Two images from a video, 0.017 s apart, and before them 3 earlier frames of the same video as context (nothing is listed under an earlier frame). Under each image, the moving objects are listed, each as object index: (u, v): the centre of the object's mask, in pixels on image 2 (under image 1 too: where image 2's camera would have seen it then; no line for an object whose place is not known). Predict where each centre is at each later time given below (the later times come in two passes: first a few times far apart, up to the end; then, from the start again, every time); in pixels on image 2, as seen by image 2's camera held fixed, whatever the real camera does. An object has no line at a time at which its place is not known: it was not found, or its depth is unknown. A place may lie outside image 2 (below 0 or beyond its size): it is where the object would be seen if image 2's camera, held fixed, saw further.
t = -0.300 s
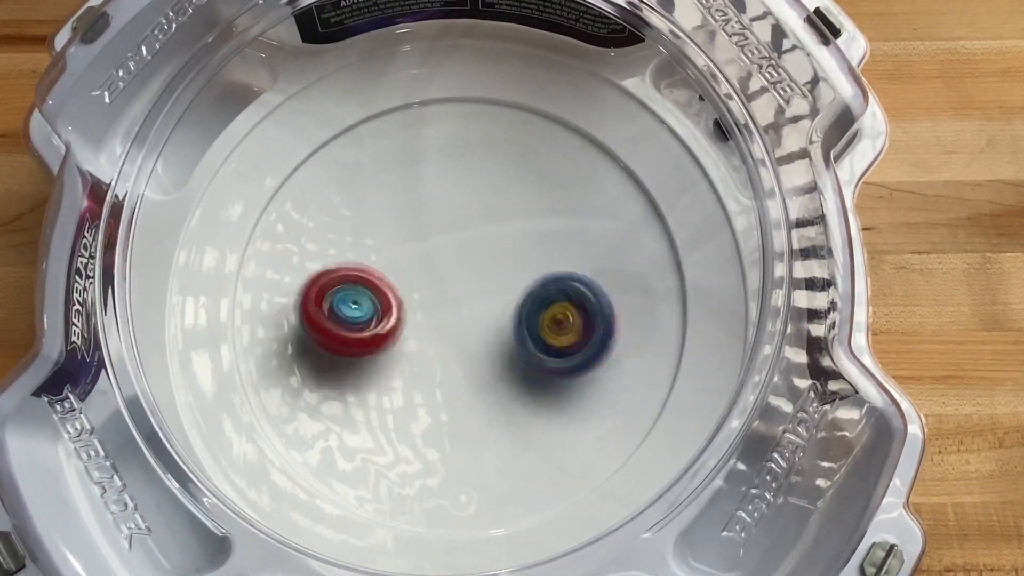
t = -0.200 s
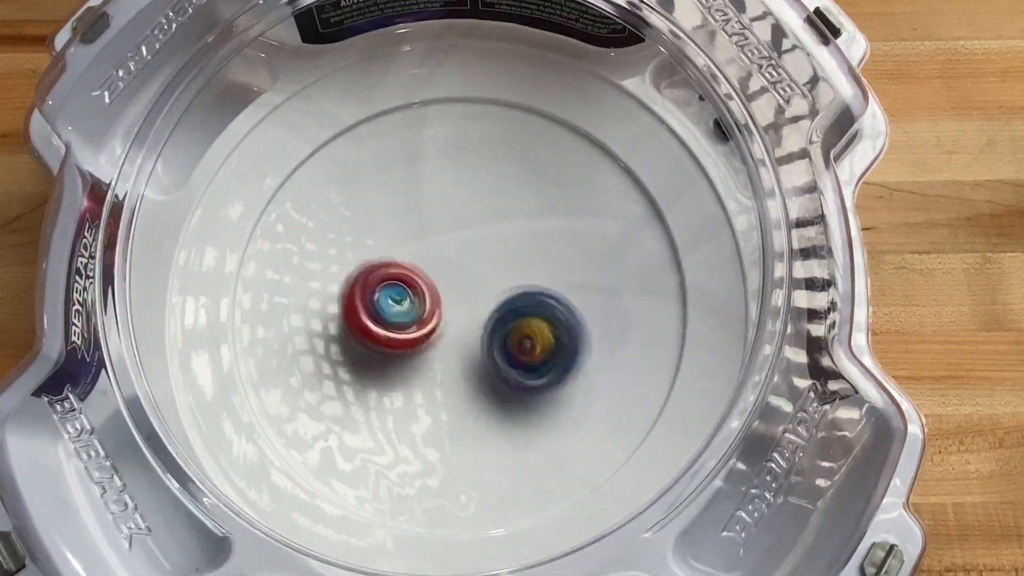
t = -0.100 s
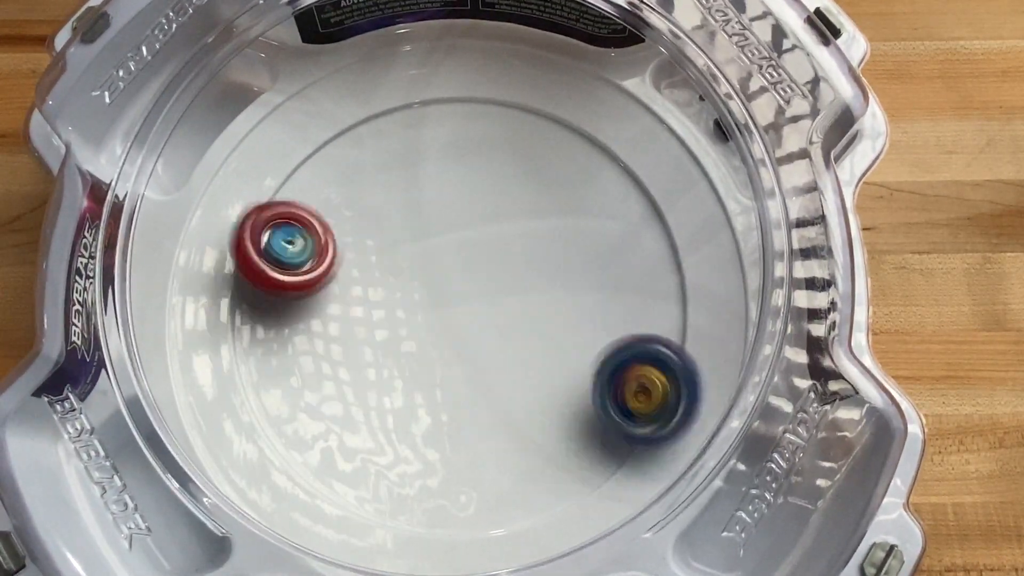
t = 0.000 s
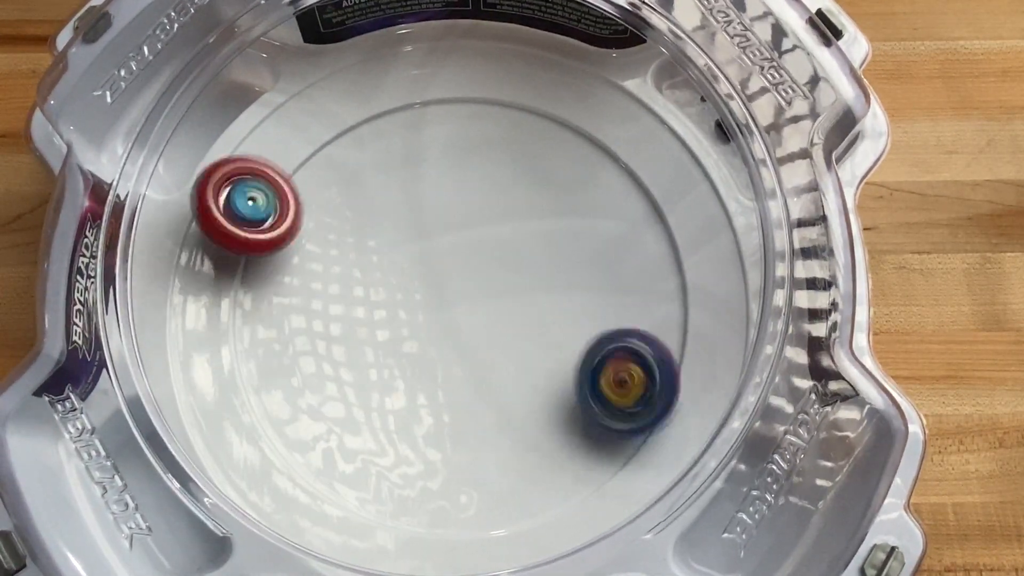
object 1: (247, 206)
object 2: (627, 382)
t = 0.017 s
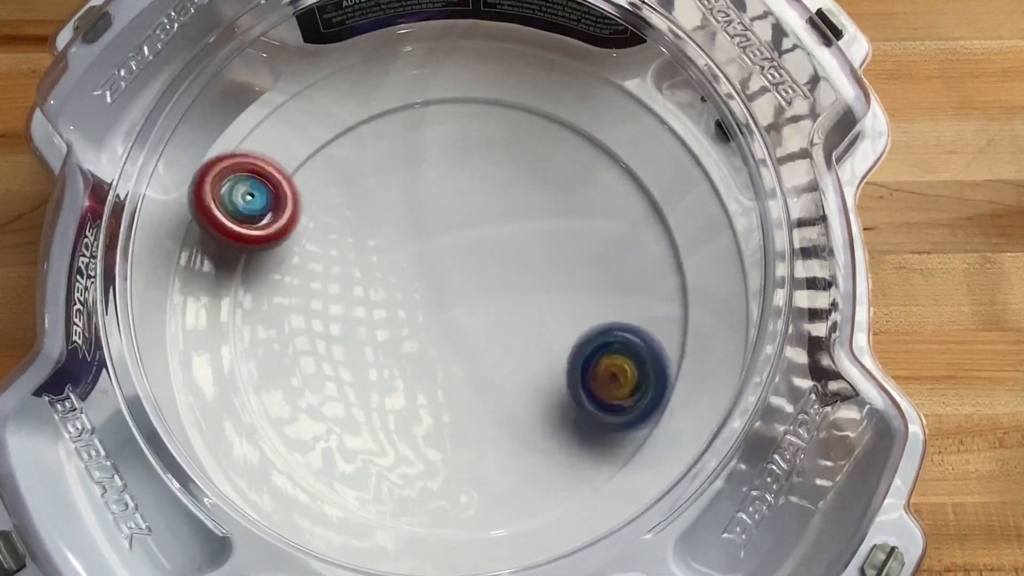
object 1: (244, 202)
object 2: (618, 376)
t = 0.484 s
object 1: (508, 67)
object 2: (430, 530)
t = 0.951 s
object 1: (396, 79)
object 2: (603, 343)
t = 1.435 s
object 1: (343, 418)
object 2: (502, 401)
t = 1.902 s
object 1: (419, 276)
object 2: (456, 378)
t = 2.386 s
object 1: (491, 291)
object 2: (357, 296)
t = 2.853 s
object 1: (418, 323)
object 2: (456, 222)
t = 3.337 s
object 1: (454, 328)
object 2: (571, 263)
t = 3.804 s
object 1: (388, 286)
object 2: (563, 377)
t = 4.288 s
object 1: (443, 259)
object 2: (480, 377)
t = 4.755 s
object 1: (563, 257)
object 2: (367, 326)
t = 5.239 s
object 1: (538, 342)
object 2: (431, 317)
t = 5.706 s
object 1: (519, 324)
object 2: (423, 294)
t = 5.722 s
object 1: (517, 322)
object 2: (424, 295)
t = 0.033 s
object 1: (246, 199)
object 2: (610, 373)
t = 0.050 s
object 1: (247, 195)
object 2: (601, 370)
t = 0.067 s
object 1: (248, 192)
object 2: (590, 365)
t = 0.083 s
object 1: (253, 191)
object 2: (578, 362)
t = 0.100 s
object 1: (256, 188)
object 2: (566, 358)
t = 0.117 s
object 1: (260, 187)
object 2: (555, 352)
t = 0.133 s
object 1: (268, 187)
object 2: (541, 349)
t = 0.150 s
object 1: (274, 185)
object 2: (529, 345)
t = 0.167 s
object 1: (281, 187)
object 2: (517, 340)
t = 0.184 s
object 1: (292, 188)
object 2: (503, 336)
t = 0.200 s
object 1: (302, 190)
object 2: (491, 332)
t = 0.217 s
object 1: (313, 193)
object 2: (478, 328)
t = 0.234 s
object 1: (326, 196)
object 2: (465, 325)
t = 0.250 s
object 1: (337, 199)
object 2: (453, 322)
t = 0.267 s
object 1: (351, 204)
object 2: (441, 318)
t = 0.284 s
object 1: (366, 209)
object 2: (430, 316)
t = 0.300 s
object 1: (379, 214)
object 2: (419, 313)
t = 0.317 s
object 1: (391, 197)
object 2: (412, 332)
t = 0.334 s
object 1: (402, 161)
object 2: (406, 367)
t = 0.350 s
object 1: (412, 130)
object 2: (402, 401)
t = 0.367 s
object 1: (424, 100)
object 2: (399, 438)
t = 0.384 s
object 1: (434, 76)
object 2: (396, 479)
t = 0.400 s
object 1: (447, 52)
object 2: (397, 506)
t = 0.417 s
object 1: (461, 40)
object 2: (398, 524)
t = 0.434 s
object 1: (470, 39)
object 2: (402, 537)
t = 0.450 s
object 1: (482, 46)
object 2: (405, 548)
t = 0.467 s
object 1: (496, 52)
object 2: (419, 540)
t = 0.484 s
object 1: (508, 67)
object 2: (430, 530)
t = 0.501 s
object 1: (517, 75)
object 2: (447, 519)
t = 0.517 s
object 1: (527, 82)
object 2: (462, 502)
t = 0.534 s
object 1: (534, 89)
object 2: (477, 486)
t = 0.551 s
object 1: (542, 99)
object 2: (491, 468)
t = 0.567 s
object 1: (550, 113)
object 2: (504, 454)
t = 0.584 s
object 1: (557, 127)
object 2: (517, 441)
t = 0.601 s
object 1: (559, 133)
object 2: (529, 429)
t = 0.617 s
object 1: (560, 138)
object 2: (542, 400)
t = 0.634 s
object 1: (562, 147)
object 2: (553, 377)
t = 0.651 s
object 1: (563, 158)
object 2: (566, 353)
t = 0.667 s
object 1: (564, 168)
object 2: (576, 331)
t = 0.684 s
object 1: (563, 179)
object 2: (586, 311)
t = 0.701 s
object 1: (561, 191)
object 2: (595, 293)
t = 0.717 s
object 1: (558, 183)
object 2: (599, 292)
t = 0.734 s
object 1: (549, 165)
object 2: (606, 294)
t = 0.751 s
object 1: (544, 151)
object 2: (611, 300)
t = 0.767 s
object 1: (536, 138)
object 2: (613, 305)
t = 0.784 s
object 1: (531, 129)
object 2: (618, 308)
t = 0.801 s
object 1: (520, 117)
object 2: (619, 314)
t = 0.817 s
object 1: (506, 102)
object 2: (620, 316)
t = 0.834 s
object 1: (492, 90)
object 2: (620, 321)
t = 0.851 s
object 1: (476, 77)
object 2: (619, 324)
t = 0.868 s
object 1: (464, 70)
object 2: (619, 327)
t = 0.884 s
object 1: (449, 62)
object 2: (615, 331)
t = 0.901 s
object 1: (435, 53)
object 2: (614, 332)
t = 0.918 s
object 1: (423, 54)
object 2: (611, 338)
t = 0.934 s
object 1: (408, 66)
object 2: (606, 341)
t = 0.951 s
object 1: (396, 79)
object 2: (603, 343)
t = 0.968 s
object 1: (385, 98)
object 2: (597, 347)
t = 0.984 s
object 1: (374, 116)
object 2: (592, 347)
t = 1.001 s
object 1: (366, 135)
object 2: (586, 352)
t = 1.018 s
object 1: (359, 154)
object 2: (578, 356)
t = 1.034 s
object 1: (349, 173)
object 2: (572, 357)
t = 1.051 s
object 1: (342, 193)
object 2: (563, 361)
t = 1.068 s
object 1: (337, 214)
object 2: (556, 362)
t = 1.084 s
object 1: (333, 233)
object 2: (549, 366)
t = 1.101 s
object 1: (329, 252)
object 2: (541, 368)
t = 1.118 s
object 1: (326, 273)
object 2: (532, 371)
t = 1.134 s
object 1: (325, 293)
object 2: (523, 374)
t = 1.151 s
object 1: (326, 313)
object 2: (517, 375)
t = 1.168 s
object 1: (326, 327)
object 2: (509, 374)
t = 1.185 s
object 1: (328, 343)
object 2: (499, 378)
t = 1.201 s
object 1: (332, 360)
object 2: (490, 379)
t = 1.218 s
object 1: (337, 375)
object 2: (482, 380)
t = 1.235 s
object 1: (343, 383)
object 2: (474, 381)
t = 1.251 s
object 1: (349, 396)
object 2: (466, 380)
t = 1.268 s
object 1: (356, 406)
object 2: (459, 381)
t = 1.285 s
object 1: (352, 414)
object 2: (459, 384)
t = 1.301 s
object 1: (347, 413)
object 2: (464, 386)
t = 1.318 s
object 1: (341, 416)
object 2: (469, 388)
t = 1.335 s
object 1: (337, 420)
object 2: (476, 391)
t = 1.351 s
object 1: (335, 421)
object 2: (480, 395)
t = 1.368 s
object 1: (334, 420)
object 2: (486, 395)
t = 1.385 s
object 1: (334, 421)
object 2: (491, 397)
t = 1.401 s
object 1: (337, 420)
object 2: (496, 400)
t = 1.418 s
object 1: (340, 419)
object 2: (500, 400)
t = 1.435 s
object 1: (343, 418)
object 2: (502, 401)
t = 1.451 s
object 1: (346, 416)
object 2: (507, 400)
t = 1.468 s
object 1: (352, 414)
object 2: (506, 402)
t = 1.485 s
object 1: (358, 412)
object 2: (509, 400)
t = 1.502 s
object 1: (362, 410)
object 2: (511, 399)
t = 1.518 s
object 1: (368, 406)
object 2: (509, 400)
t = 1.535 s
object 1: (374, 402)
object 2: (508, 400)
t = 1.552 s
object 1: (382, 398)
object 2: (508, 400)
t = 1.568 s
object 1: (388, 394)
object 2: (505, 400)
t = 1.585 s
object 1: (392, 391)
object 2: (502, 399)
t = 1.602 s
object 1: (393, 384)
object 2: (503, 400)
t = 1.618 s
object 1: (390, 375)
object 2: (509, 400)
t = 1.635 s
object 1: (387, 367)
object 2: (511, 402)
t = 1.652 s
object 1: (384, 358)
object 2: (514, 403)
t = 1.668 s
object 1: (383, 348)
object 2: (517, 403)
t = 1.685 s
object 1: (382, 341)
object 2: (516, 403)
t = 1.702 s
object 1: (383, 334)
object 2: (515, 401)
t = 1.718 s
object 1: (384, 326)
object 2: (514, 401)
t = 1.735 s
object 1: (385, 319)
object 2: (513, 400)
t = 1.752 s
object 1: (388, 312)
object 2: (507, 399)
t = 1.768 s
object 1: (389, 308)
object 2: (503, 396)
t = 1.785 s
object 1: (392, 304)
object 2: (499, 394)
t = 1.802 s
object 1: (396, 297)
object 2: (492, 394)
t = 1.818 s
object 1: (398, 293)
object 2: (485, 391)
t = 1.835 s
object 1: (402, 290)
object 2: (480, 390)
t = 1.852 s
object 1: (406, 286)
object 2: (475, 387)
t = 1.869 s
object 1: (410, 284)
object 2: (468, 385)
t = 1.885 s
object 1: (415, 280)
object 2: (462, 381)
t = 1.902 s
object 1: (419, 276)
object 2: (456, 378)
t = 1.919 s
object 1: (424, 276)
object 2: (450, 377)
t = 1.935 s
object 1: (429, 273)
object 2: (444, 373)
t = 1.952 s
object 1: (434, 270)
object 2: (440, 374)
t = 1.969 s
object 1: (437, 262)
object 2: (432, 375)
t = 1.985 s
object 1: (442, 252)
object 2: (426, 376)
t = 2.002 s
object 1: (449, 246)
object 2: (421, 377)
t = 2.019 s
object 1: (454, 242)
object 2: (415, 376)
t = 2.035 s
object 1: (459, 236)
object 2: (410, 374)
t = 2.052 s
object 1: (463, 232)
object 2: (404, 373)
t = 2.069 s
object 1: (469, 228)
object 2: (399, 370)
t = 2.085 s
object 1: (474, 227)
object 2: (395, 368)
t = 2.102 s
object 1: (479, 228)
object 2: (390, 365)
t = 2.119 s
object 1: (483, 228)
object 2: (386, 362)
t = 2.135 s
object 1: (485, 230)
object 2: (382, 359)
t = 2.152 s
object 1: (488, 230)
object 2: (377, 356)
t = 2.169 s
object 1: (491, 233)
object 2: (375, 351)
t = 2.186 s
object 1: (493, 237)
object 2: (372, 348)
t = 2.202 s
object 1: (495, 240)
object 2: (368, 344)
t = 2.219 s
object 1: (495, 244)
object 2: (365, 341)
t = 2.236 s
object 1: (496, 247)
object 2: (364, 336)
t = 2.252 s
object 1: (497, 252)
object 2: (362, 332)
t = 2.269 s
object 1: (497, 257)
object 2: (360, 328)
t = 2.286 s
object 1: (497, 262)
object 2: (357, 324)
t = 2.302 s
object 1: (497, 266)
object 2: (358, 318)
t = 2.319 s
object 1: (496, 271)
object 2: (357, 315)
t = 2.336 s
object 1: (495, 277)
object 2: (356, 310)
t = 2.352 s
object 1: (494, 281)
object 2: (356, 305)
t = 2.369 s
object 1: (492, 287)
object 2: (357, 300)
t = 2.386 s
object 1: (491, 291)
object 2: (357, 296)
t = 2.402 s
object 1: (489, 297)
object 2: (358, 291)
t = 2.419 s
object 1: (485, 303)
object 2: (358, 287)
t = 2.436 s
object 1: (484, 306)
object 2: (361, 282)
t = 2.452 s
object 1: (480, 312)
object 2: (362, 279)
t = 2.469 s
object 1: (476, 317)
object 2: (363, 274)
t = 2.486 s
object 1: (474, 321)
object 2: (365, 270)
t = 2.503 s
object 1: (468, 325)
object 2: (368, 266)
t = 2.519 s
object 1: (465, 329)
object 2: (371, 263)
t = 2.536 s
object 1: (461, 333)
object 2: (372, 259)
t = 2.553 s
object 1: (457, 335)
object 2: (376, 256)
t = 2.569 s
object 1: (453, 339)
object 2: (381, 252)
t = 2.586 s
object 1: (449, 341)
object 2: (385, 248)
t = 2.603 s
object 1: (444, 343)
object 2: (387, 246)
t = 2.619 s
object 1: (441, 345)
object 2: (390, 244)
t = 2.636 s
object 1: (438, 345)
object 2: (395, 240)
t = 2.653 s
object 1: (434, 346)
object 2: (400, 236)
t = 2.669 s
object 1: (431, 346)
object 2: (403, 235)
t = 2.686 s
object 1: (428, 344)
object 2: (407, 234)
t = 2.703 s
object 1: (426, 344)
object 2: (414, 230)
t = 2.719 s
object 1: (424, 342)
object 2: (418, 229)
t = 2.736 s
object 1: (422, 341)
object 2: (422, 227)
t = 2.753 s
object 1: (421, 339)
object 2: (427, 226)
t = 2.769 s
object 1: (419, 336)
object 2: (432, 224)
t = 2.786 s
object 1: (418, 335)
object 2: (437, 224)
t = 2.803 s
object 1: (418, 331)
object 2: (442, 223)
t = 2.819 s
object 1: (418, 330)
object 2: (446, 223)
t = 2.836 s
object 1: (419, 326)
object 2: (451, 222)
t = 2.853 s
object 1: (418, 323)
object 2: (456, 222)
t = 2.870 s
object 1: (419, 321)
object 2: (461, 222)
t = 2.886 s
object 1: (419, 318)
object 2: (468, 220)
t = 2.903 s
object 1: (419, 319)
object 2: (475, 219)
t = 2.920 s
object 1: (419, 317)
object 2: (479, 218)
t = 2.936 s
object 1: (419, 318)
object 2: (484, 217)
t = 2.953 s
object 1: (420, 315)
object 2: (488, 217)
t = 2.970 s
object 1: (420, 314)
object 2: (494, 217)
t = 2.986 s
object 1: (423, 313)
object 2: (498, 216)
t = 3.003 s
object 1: (425, 312)
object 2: (502, 217)
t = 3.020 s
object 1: (427, 313)
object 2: (506, 218)
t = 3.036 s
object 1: (429, 310)
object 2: (511, 218)
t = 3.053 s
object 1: (430, 311)
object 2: (515, 219)
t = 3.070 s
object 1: (435, 307)
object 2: (518, 221)
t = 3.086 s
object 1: (438, 308)
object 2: (522, 223)
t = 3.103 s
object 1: (442, 307)
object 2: (526, 224)
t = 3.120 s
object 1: (444, 306)
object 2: (530, 227)
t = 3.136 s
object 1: (446, 307)
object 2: (533, 230)
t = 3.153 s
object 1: (450, 306)
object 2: (536, 233)
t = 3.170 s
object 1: (452, 307)
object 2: (539, 236)
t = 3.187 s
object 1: (458, 304)
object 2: (541, 240)
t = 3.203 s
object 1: (458, 308)
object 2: (544, 242)
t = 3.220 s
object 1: (463, 306)
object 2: (547, 245)
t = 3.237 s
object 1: (461, 308)
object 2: (552, 248)
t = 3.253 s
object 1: (460, 312)
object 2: (558, 251)
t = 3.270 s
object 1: (457, 316)
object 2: (560, 253)
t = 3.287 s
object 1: (455, 320)
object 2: (563, 254)
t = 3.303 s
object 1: (454, 323)
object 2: (566, 257)
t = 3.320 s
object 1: (454, 326)
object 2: (570, 261)
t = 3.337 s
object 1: (454, 328)
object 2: (571, 263)
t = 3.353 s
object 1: (451, 332)
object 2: (573, 265)
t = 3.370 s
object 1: (451, 336)
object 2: (574, 269)
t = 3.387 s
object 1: (450, 338)
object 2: (577, 273)
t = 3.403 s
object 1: (449, 342)
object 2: (577, 277)
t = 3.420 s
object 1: (449, 341)
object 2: (576, 280)
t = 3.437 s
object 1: (450, 342)
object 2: (577, 283)
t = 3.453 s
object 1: (449, 343)
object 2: (578, 286)
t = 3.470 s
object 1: (449, 344)
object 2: (577, 293)
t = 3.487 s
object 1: (447, 346)
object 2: (574, 297)
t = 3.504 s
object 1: (448, 346)
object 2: (574, 299)
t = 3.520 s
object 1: (448, 346)
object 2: (573, 304)
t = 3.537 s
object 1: (447, 345)
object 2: (571, 309)
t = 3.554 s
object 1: (448, 344)
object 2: (568, 313)
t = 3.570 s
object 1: (447, 343)
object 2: (566, 316)
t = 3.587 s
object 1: (446, 342)
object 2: (563, 319)
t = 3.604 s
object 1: (447, 340)
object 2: (561, 325)
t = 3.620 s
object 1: (447, 339)
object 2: (556, 329)
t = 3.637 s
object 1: (447, 338)
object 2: (554, 331)
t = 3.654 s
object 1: (446, 335)
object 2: (552, 335)
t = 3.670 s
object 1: (443, 333)
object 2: (549, 338)
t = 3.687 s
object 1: (442, 330)
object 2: (545, 343)
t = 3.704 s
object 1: (439, 327)
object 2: (544, 346)
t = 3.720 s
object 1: (428, 322)
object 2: (549, 354)
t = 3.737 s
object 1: (418, 314)
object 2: (553, 360)
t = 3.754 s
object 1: (408, 305)
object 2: (557, 364)
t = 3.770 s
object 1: (400, 297)
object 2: (559, 370)
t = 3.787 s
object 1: (393, 292)
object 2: (561, 374)
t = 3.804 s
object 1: (388, 286)
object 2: (563, 377)
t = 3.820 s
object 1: (380, 282)
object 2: (563, 380)
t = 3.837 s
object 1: (377, 273)
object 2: (565, 382)
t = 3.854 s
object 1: (375, 269)
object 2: (565, 384)
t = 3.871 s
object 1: (373, 265)
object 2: (564, 386)
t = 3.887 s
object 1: (370, 263)
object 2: (563, 387)
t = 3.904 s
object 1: (369, 257)
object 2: (561, 388)
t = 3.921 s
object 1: (369, 256)
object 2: (562, 388)
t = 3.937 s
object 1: (372, 253)
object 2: (559, 390)
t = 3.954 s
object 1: (376, 252)
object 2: (556, 390)
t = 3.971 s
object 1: (379, 253)
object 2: (553, 389)
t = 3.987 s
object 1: (383, 253)
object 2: (548, 389)
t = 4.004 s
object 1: (386, 254)
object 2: (545, 388)
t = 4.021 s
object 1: (390, 255)
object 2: (541, 387)
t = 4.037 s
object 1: (394, 258)
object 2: (537, 387)
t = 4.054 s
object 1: (399, 260)
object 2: (532, 386)
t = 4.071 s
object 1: (404, 264)
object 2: (527, 384)
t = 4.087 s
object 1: (409, 267)
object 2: (522, 382)
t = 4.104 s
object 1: (412, 271)
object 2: (517, 381)
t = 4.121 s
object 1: (417, 273)
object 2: (512, 378)
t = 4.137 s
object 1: (422, 277)
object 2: (507, 377)
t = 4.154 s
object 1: (427, 280)
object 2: (502, 373)
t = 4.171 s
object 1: (432, 284)
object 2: (498, 372)
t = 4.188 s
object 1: (436, 284)
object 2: (494, 371)
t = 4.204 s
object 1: (438, 277)
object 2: (493, 373)
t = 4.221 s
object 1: (440, 272)
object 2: (492, 376)
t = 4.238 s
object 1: (443, 268)
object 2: (488, 378)
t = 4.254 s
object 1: (441, 266)
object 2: (487, 377)
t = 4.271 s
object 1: (442, 262)
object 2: (484, 378)
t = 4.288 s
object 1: (443, 259)
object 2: (480, 377)
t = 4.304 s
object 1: (446, 256)
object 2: (476, 373)
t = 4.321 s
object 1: (447, 256)
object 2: (472, 371)
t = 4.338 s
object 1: (448, 255)
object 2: (469, 367)
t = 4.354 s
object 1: (449, 253)
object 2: (465, 365)
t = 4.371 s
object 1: (450, 253)
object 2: (462, 362)
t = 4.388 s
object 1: (452, 253)
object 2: (458, 358)
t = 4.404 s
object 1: (453, 251)
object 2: (456, 357)
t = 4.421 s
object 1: (456, 245)
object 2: (452, 355)
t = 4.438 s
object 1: (458, 242)
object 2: (449, 357)
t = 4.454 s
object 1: (460, 239)
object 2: (444, 356)
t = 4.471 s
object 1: (462, 236)
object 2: (440, 353)
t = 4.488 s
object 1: (463, 235)
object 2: (437, 349)
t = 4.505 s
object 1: (465, 233)
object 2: (435, 347)
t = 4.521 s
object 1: (466, 233)
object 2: (433, 343)
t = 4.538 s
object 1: (468, 234)
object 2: (430, 341)
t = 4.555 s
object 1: (470, 235)
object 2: (428, 339)
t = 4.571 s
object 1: (469, 239)
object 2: (427, 334)
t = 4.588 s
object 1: (470, 240)
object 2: (426, 332)
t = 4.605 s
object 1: (470, 242)
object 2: (424, 328)
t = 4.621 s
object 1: (475, 244)
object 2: (419, 328)
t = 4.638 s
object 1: (486, 243)
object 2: (407, 329)
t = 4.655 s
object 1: (498, 243)
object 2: (397, 329)
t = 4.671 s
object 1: (511, 244)
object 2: (390, 329)
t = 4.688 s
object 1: (523, 246)
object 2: (383, 330)
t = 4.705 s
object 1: (533, 249)
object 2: (376, 329)
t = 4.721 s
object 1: (543, 252)
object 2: (372, 328)
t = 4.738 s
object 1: (553, 254)
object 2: (369, 326)
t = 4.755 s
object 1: (563, 257)
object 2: (367, 326)
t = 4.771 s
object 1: (572, 260)
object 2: (365, 324)
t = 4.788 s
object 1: (580, 265)
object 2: (365, 323)
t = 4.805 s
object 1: (586, 269)
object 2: (364, 323)
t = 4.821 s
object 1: (591, 273)
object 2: (364, 321)
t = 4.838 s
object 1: (594, 278)
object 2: (365, 320)
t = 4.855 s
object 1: (597, 282)
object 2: (366, 319)
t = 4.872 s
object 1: (600, 287)
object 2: (366, 318)
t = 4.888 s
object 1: (602, 292)
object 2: (366, 316)
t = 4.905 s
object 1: (603, 298)
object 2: (369, 313)
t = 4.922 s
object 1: (605, 303)
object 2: (371, 311)
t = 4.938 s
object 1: (606, 308)
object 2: (373, 310)
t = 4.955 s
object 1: (606, 312)
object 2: (374, 309)
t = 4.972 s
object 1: (604, 317)
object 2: (378, 308)
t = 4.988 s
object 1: (602, 320)
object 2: (381, 306)
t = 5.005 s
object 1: (599, 324)
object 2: (384, 307)
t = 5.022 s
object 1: (595, 328)
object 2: (388, 305)
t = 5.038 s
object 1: (591, 331)
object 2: (392, 306)
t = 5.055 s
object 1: (586, 334)
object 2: (395, 306)
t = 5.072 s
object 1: (580, 336)
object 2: (399, 306)
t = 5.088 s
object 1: (575, 339)
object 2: (403, 307)
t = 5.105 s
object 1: (569, 341)
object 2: (405, 307)
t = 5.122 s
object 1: (565, 343)
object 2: (408, 309)
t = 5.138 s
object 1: (562, 343)
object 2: (411, 309)
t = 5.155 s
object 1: (558, 344)
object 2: (417, 309)
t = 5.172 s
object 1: (554, 344)
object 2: (418, 311)
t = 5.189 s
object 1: (550, 344)
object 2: (422, 312)
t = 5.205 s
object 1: (546, 344)
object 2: (425, 314)
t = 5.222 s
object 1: (542, 343)
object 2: (429, 314)
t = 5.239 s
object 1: (538, 342)
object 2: (431, 317)
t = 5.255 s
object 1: (534, 341)
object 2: (436, 316)
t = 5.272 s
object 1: (531, 340)
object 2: (438, 319)
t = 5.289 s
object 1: (528, 340)
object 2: (440, 321)
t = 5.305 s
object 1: (526, 340)
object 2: (439, 322)
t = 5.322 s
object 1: (526, 343)
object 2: (437, 322)
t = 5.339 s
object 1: (525, 344)
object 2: (438, 317)
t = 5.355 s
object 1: (524, 344)
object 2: (436, 317)
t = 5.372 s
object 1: (524, 345)
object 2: (436, 314)
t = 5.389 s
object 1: (523, 345)
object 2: (434, 312)
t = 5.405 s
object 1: (523, 344)
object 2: (433, 311)
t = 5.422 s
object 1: (523, 343)
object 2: (432, 310)
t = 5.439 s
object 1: (522, 342)
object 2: (432, 310)
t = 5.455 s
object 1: (522, 340)
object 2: (432, 309)
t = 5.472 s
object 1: (524, 339)
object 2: (430, 307)
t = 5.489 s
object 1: (527, 338)
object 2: (427, 304)
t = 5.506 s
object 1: (528, 338)
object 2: (423, 304)
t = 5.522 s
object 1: (529, 337)
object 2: (423, 300)
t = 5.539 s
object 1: (529, 336)
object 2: (421, 298)
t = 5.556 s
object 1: (528, 335)
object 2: (420, 297)
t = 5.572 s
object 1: (528, 334)
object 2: (419, 295)
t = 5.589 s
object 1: (527, 333)
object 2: (419, 294)
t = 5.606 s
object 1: (526, 332)
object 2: (419, 293)
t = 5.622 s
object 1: (525, 331)
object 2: (419, 293)
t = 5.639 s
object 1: (524, 330)
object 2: (420, 294)
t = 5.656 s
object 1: (523, 328)
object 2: (421, 293)
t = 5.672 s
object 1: (522, 327)
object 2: (421, 294)
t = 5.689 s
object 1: (520, 326)
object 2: (422, 293)
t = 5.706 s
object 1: (519, 324)
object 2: (423, 294)
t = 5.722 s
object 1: (517, 322)
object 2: (424, 295)
